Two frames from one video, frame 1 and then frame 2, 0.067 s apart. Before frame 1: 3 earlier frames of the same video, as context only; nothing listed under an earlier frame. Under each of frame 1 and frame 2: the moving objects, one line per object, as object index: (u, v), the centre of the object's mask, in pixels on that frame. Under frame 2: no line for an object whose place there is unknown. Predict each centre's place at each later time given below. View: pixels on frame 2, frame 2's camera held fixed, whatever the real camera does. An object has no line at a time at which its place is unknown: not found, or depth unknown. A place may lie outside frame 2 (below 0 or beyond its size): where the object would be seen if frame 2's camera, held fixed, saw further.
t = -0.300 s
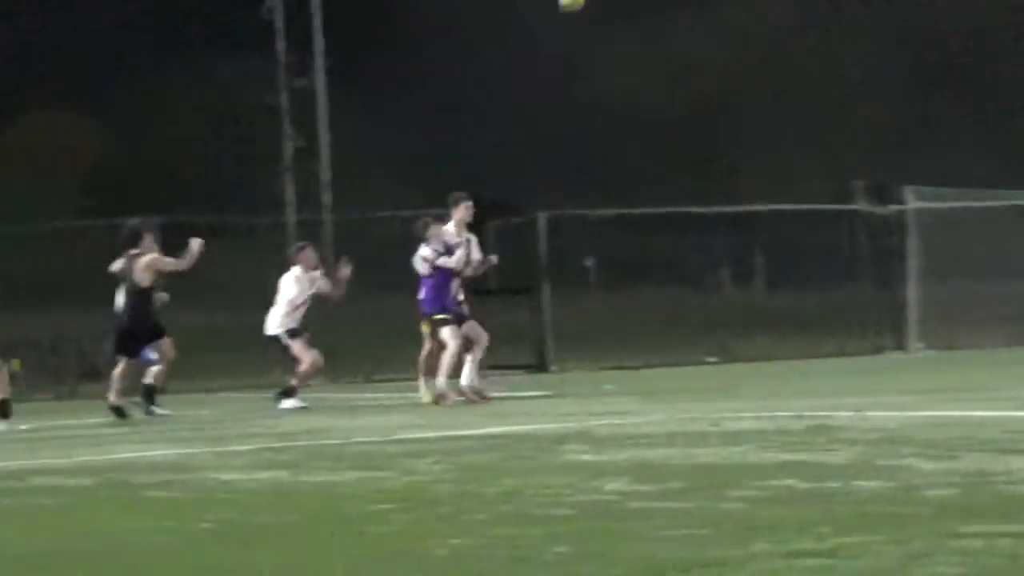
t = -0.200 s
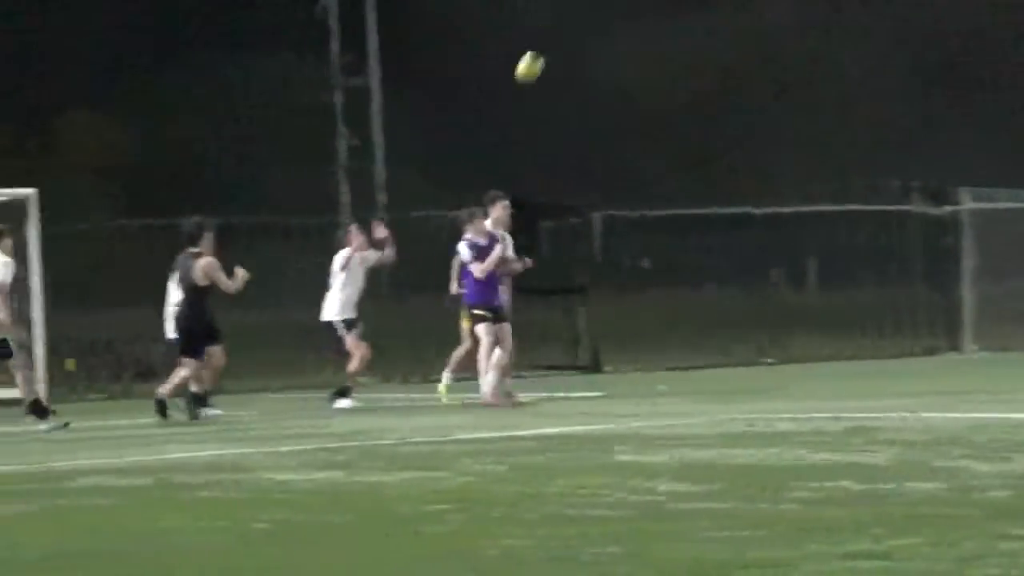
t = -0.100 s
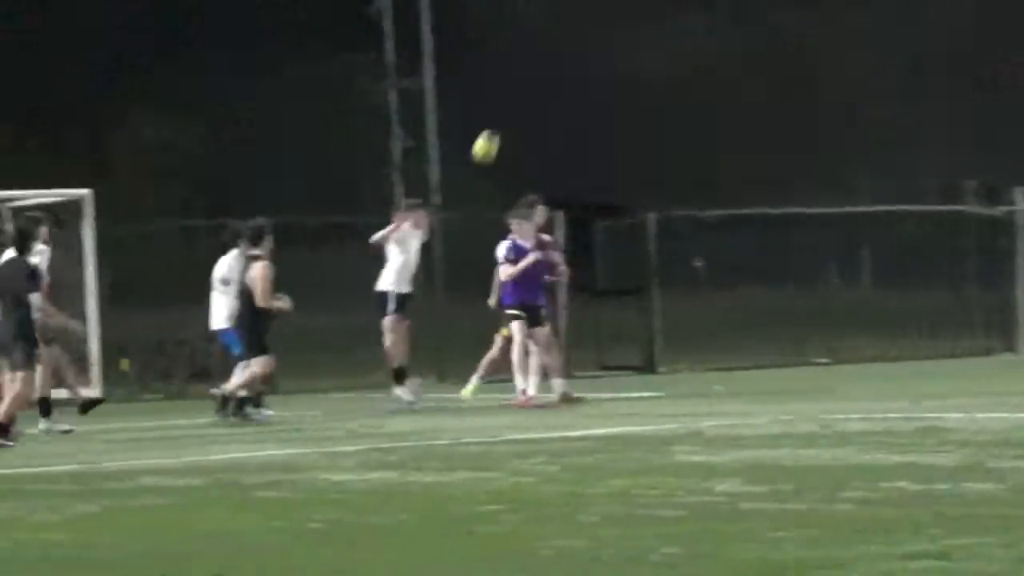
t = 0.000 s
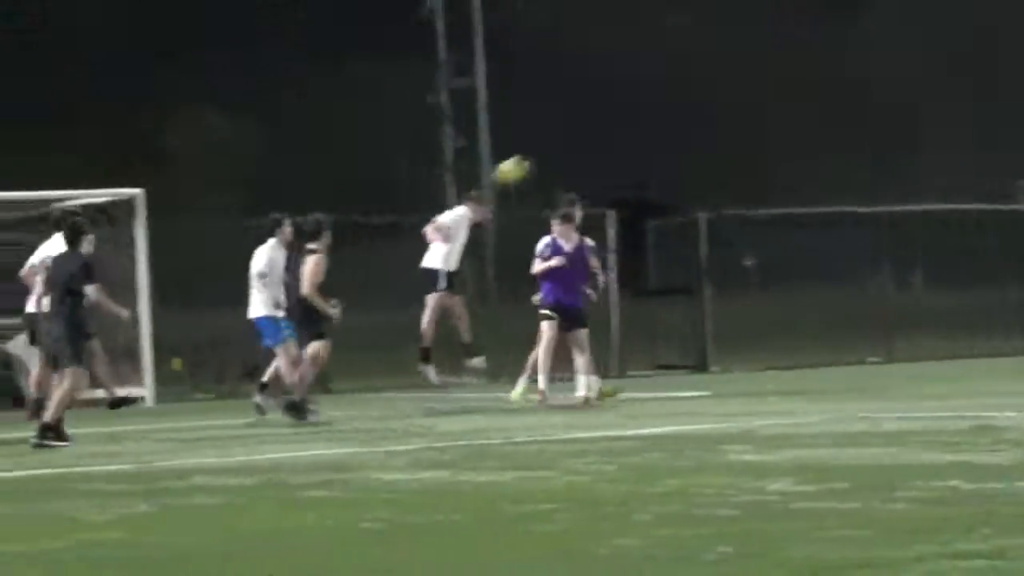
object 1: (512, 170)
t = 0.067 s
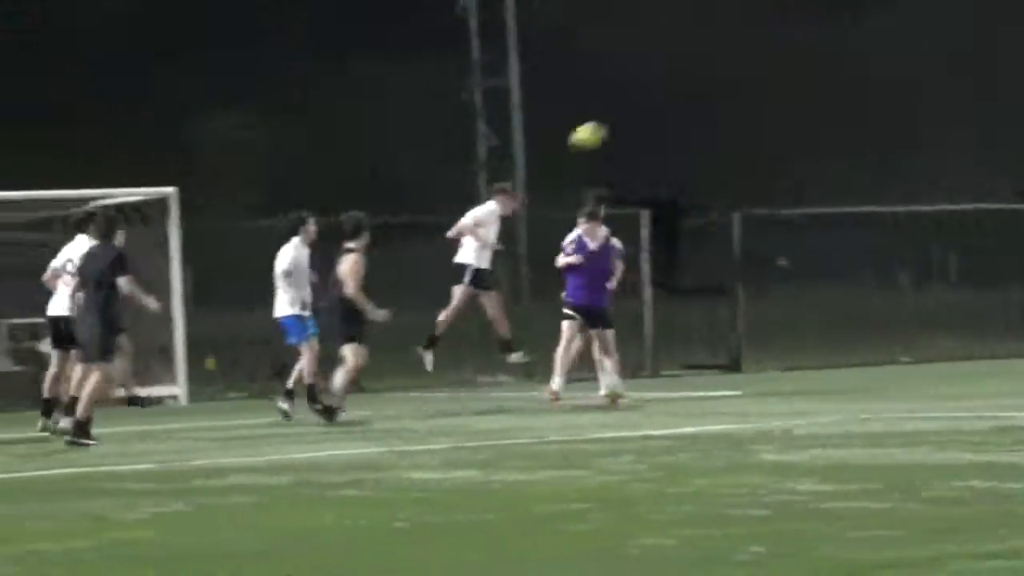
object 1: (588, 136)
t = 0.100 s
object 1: (609, 119)
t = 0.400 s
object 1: (816, 34)
